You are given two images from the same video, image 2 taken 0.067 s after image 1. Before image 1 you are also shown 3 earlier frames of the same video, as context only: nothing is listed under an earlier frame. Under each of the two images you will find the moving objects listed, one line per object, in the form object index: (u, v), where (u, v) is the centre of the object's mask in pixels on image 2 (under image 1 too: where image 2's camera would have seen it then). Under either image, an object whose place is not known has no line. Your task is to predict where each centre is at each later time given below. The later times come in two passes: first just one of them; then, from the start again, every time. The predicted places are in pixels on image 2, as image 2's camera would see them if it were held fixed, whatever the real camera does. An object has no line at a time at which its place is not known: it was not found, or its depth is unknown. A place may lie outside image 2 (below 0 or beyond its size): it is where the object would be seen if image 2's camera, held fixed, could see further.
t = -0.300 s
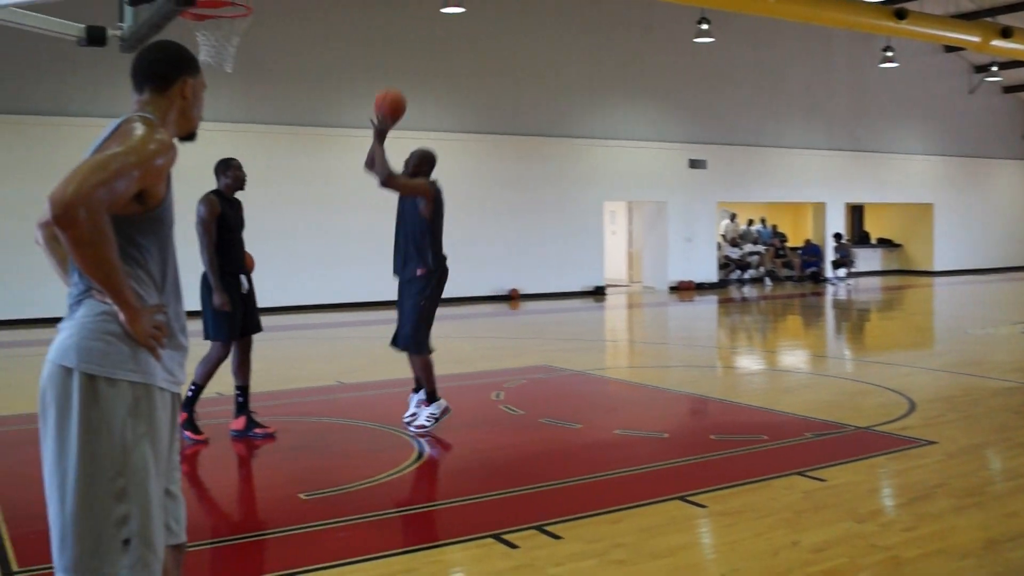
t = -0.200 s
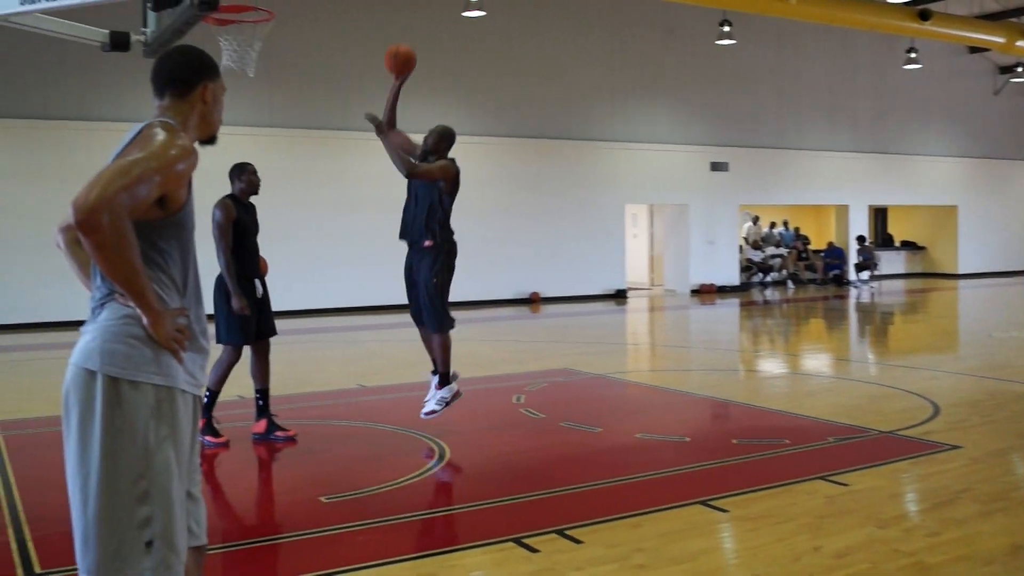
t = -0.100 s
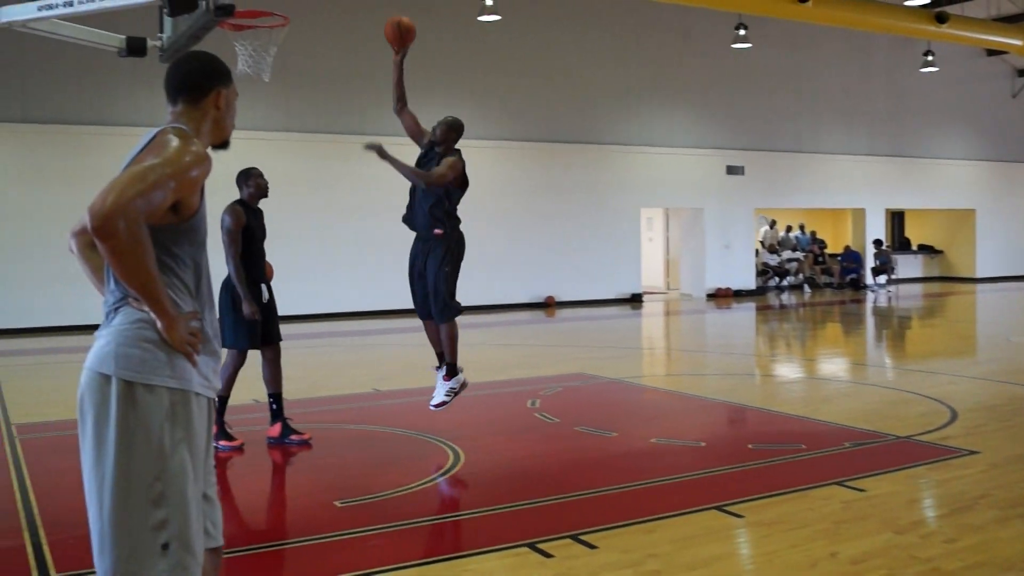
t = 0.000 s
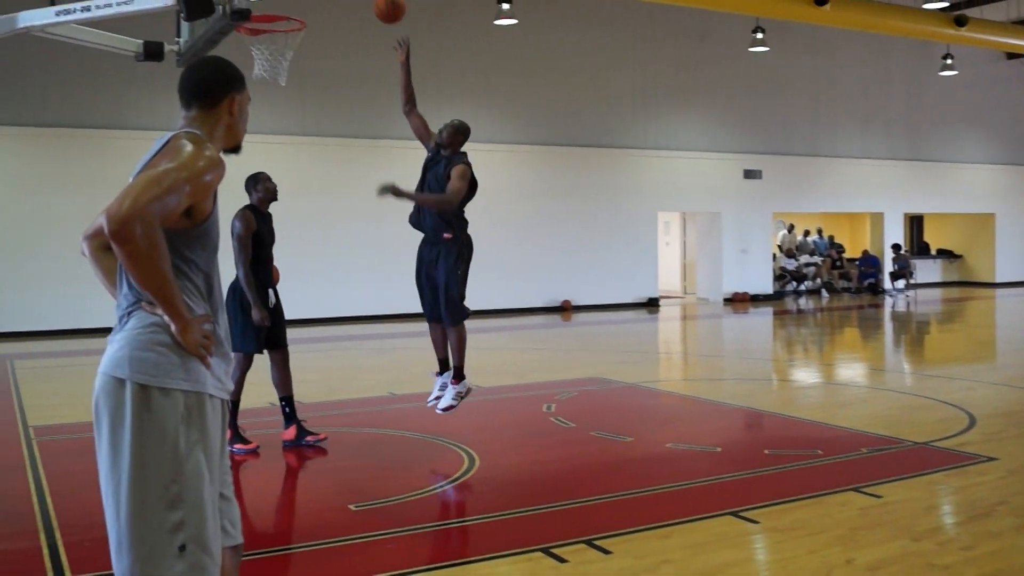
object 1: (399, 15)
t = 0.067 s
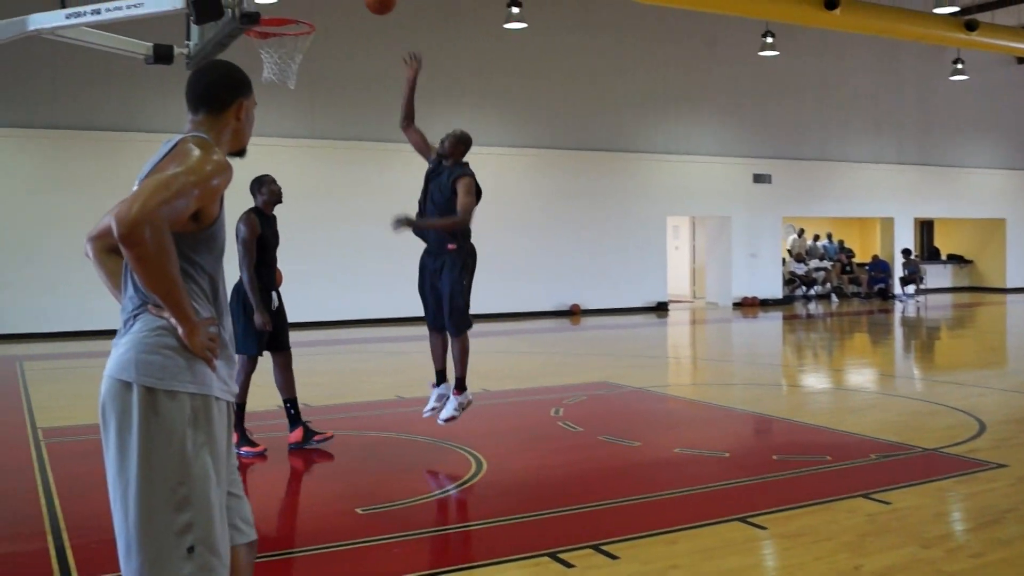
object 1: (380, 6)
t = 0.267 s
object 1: (322, -2)
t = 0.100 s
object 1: (371, 4)
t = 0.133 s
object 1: (361, 1)
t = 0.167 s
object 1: (352, -2)
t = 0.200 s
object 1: (342, -3)
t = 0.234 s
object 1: (332, -2)
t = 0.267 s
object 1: (322, -2)
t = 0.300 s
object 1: (312, 0)
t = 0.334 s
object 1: (301, 5)
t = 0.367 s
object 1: (290, 10)
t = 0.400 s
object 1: (281, 25)
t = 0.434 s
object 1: (266, 37)
